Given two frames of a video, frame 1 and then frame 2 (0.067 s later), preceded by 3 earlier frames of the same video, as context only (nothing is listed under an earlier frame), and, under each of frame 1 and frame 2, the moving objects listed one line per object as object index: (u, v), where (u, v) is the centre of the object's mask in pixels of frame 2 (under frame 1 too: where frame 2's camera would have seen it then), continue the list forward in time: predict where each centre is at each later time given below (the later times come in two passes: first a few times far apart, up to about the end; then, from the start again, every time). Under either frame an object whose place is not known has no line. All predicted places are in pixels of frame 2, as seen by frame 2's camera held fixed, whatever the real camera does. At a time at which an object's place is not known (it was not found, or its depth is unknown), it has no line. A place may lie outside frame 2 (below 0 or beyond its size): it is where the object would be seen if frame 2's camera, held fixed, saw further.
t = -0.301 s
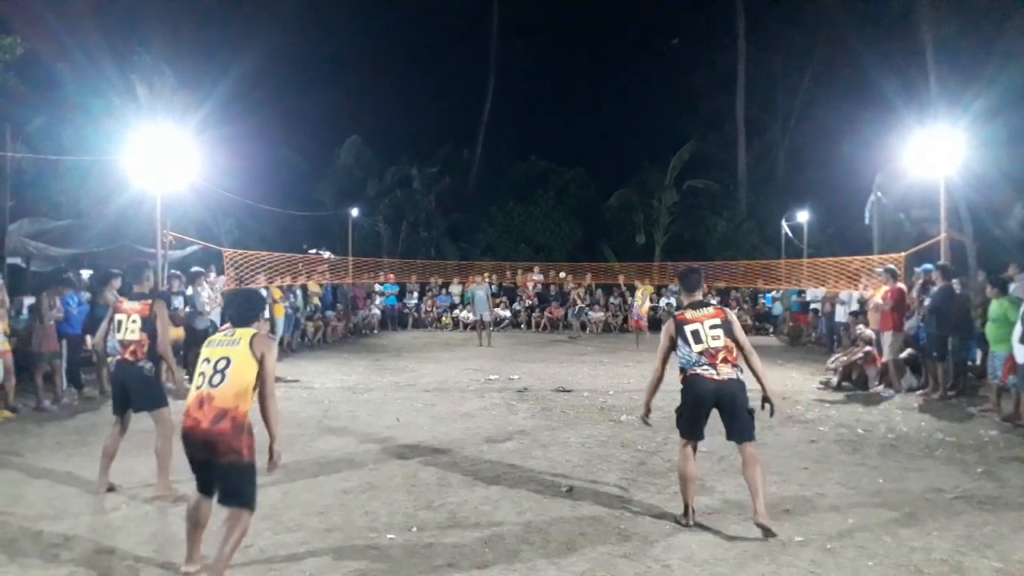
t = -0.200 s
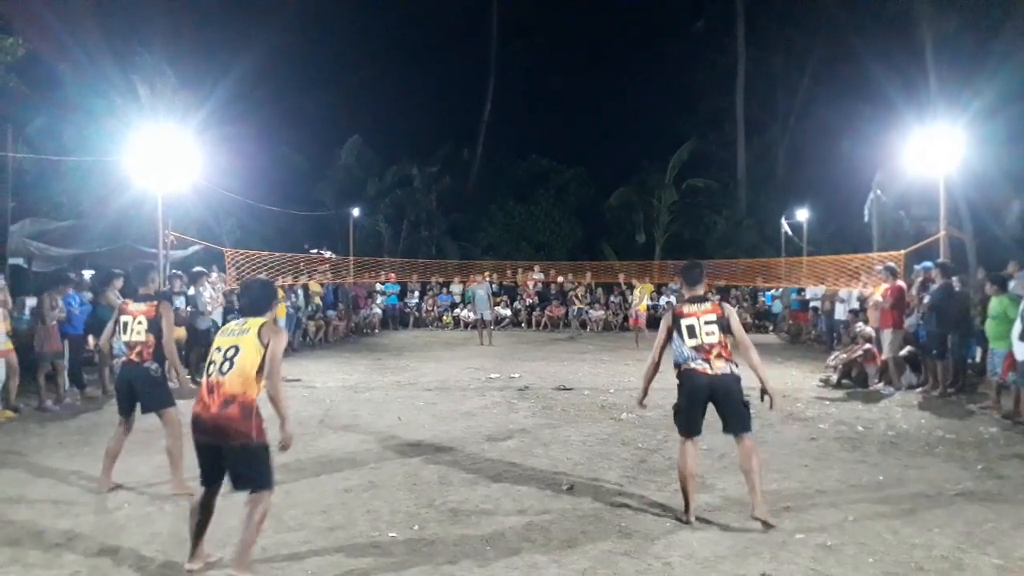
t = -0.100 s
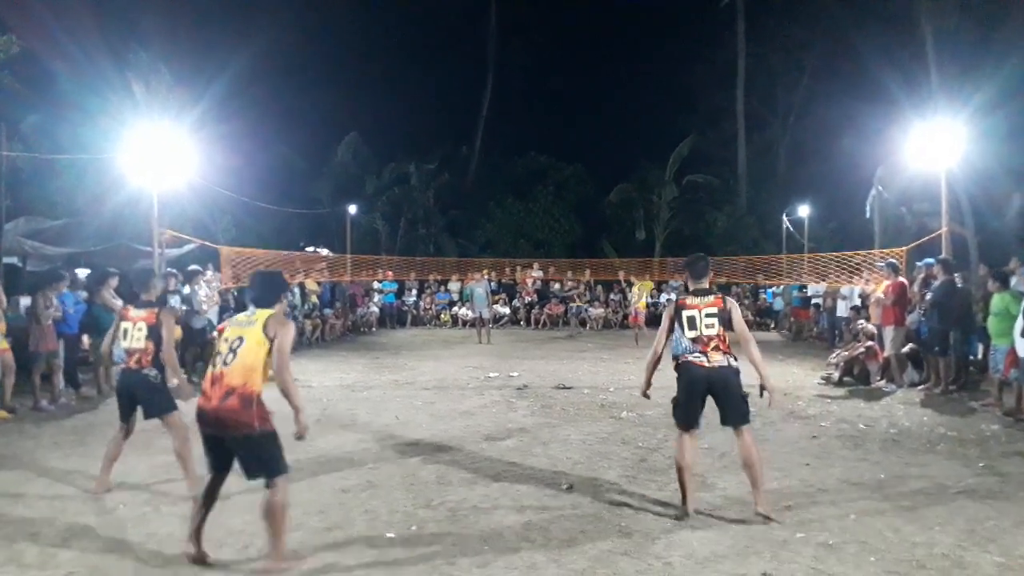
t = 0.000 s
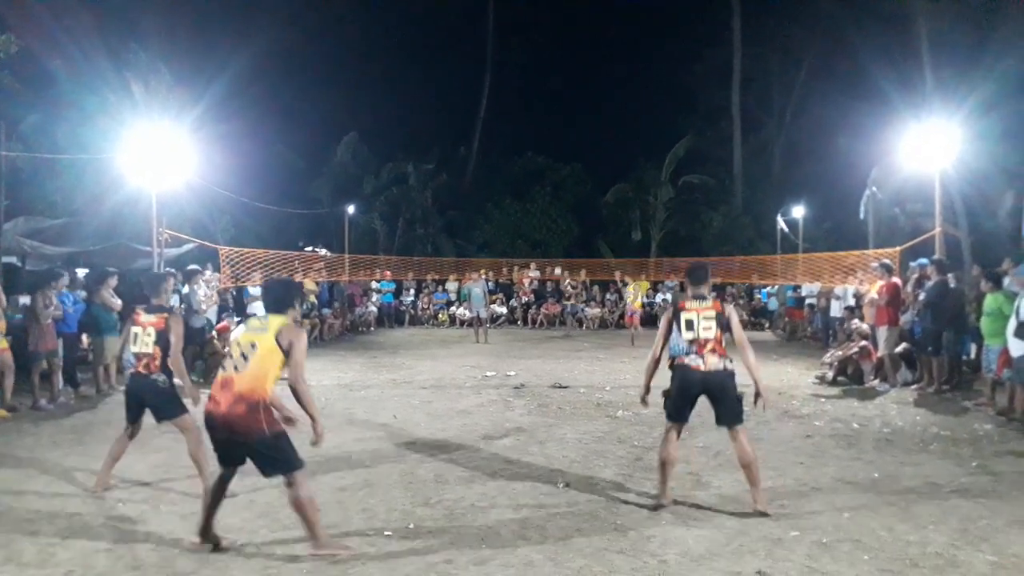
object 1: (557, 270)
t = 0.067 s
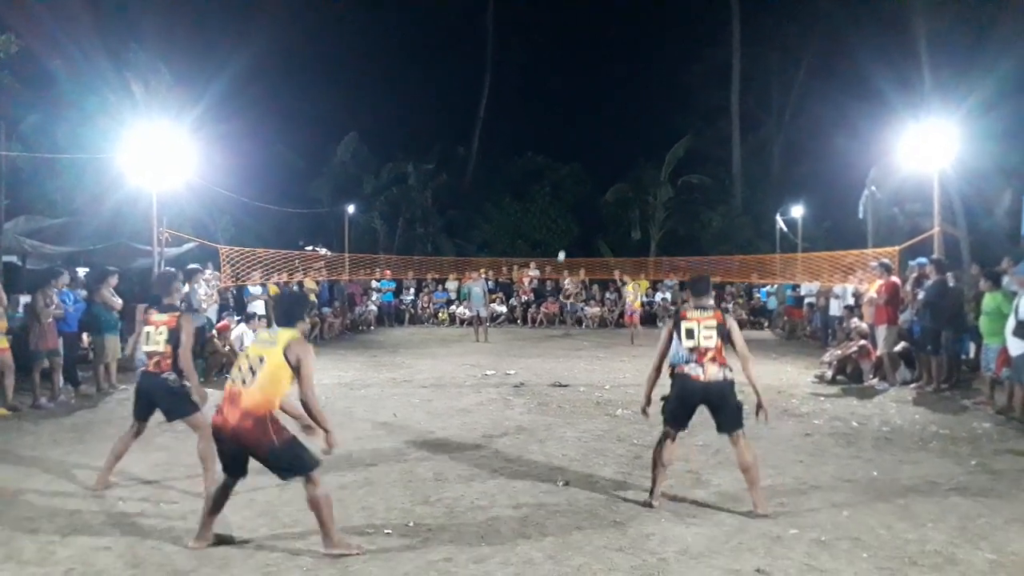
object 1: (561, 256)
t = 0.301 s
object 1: (580, 215)
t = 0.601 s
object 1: (615, 186)
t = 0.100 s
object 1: (563, 249)
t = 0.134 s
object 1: (566, 243)
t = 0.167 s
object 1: (568, 237)
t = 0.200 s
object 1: (571, 231)
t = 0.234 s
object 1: (574, 225)
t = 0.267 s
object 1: (577, 220)
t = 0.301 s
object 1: (580, 215)
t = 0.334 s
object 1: (583, 210)
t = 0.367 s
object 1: (587, 205)
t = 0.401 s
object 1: (591, 201)
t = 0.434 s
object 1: (595, 197)
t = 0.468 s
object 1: (599, 194)
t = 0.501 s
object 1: (602, 191)
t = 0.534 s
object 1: (607, 188)
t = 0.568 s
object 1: (611, 187)
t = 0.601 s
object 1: (615, 186)
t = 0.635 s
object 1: (620, 185)
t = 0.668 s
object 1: (625, 186)
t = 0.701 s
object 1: (630, 188)
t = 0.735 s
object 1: (636, 191)
